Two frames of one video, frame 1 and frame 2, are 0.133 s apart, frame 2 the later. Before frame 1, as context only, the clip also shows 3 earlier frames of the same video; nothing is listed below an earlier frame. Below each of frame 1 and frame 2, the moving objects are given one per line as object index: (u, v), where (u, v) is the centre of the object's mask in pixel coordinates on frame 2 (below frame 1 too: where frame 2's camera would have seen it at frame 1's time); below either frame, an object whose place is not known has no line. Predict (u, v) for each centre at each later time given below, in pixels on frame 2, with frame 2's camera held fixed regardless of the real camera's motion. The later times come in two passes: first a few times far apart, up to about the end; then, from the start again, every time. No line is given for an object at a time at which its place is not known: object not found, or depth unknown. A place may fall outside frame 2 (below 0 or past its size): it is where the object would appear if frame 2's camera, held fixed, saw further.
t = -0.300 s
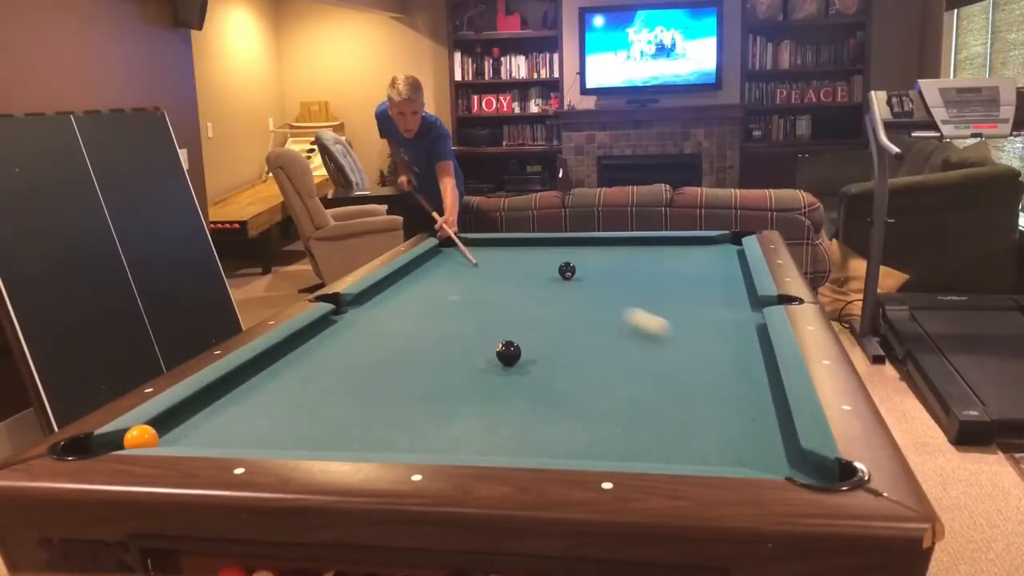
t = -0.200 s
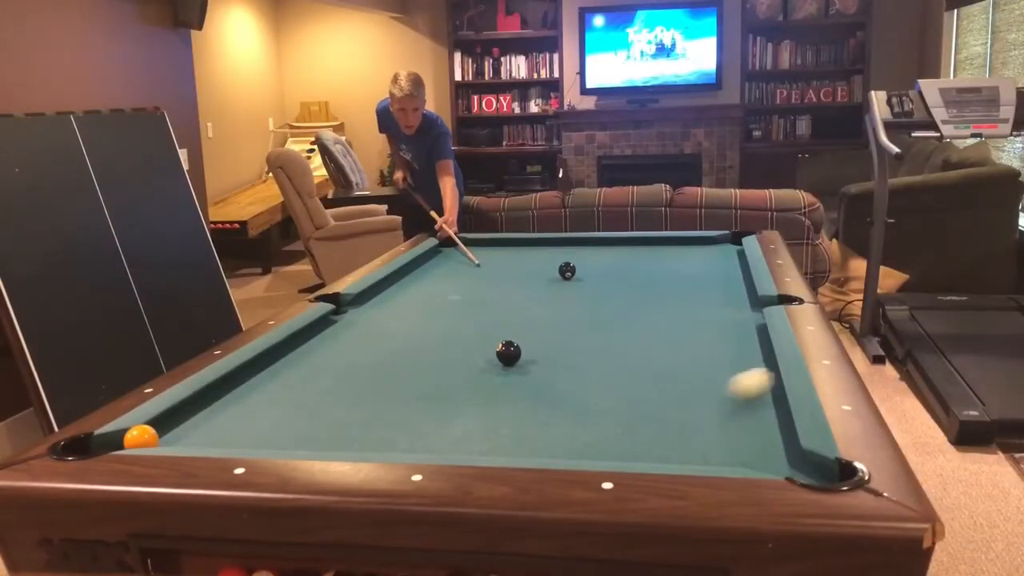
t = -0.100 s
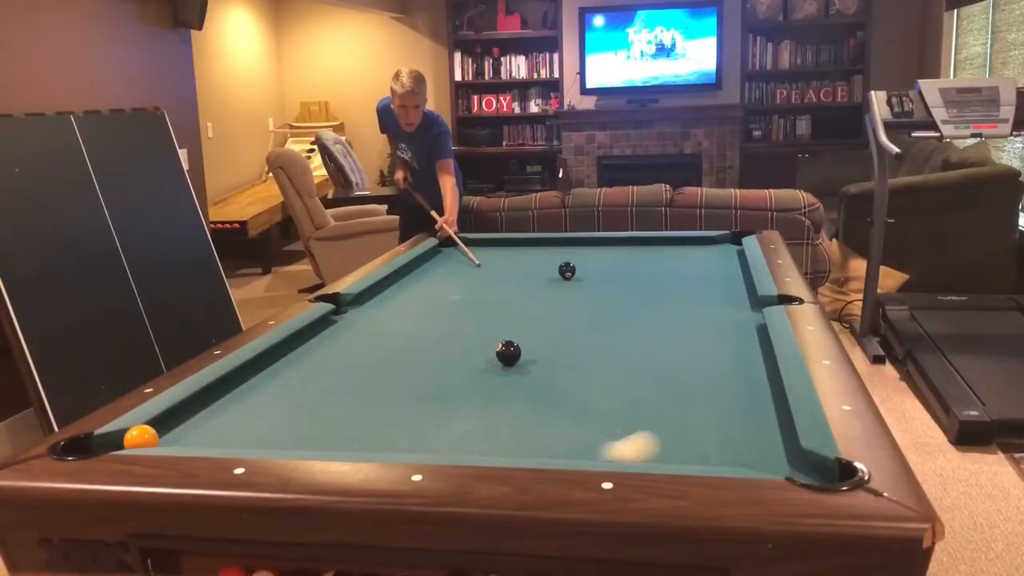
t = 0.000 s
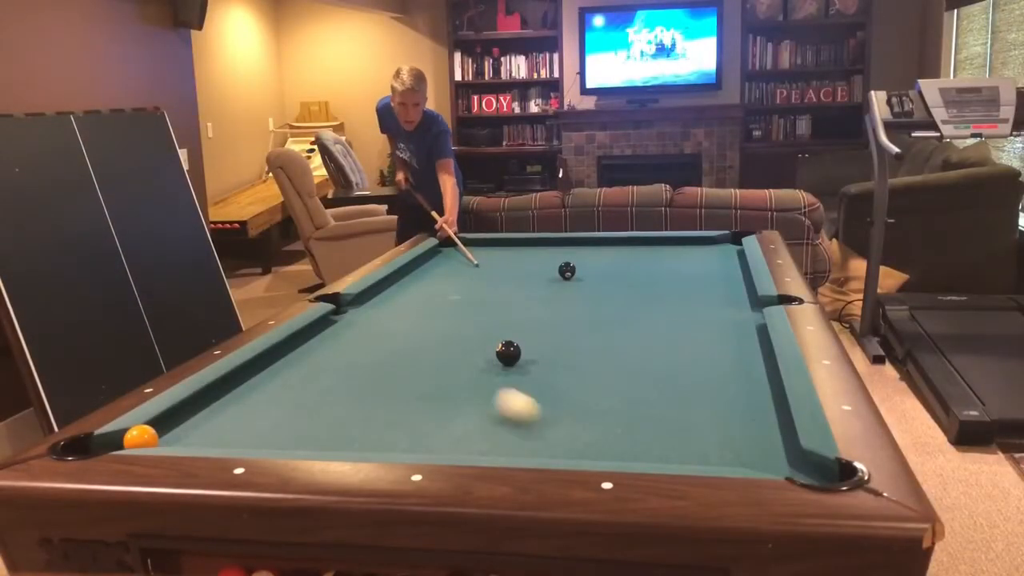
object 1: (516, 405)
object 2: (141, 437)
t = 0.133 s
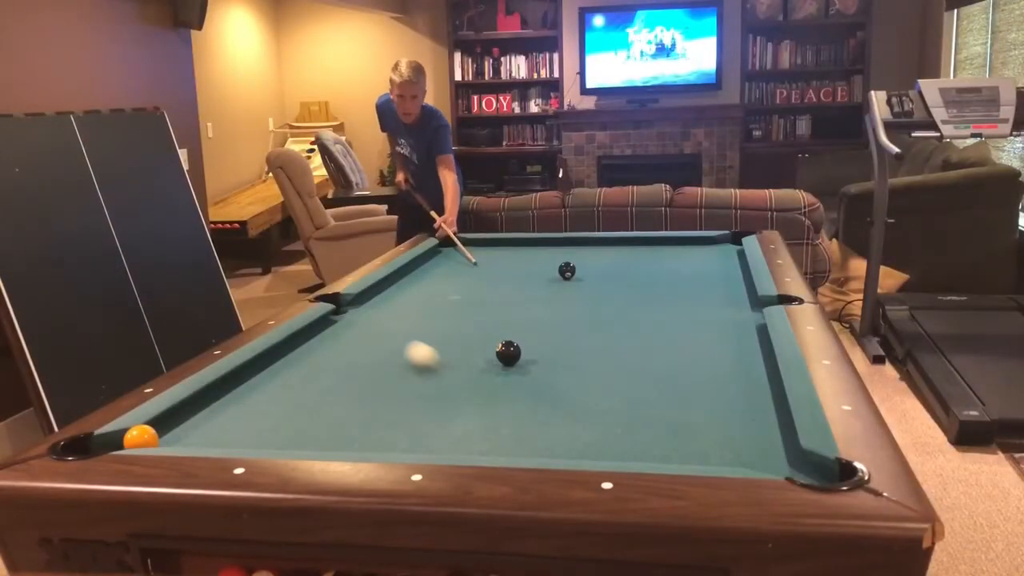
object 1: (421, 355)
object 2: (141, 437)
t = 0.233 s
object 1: (373, 329)
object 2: (141, 437)
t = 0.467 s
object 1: (422, 292)
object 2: (141, 437)
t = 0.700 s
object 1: (514, 266)
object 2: (141, 437)
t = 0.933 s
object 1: (586, 245)
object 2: (141, 437)
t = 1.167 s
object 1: (649, 246)
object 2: (141, 437)
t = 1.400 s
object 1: (720, 254)
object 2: (141, 437)
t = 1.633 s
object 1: (705, 265)
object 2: (141, 437)
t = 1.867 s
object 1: (665, 277)
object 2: (141, 437)
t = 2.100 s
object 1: (621, 289)
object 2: (141, 437)
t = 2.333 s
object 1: (574, 303)
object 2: (141, 437)
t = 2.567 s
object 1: (522, 318)
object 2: (141, 437)
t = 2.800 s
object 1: (465, 334)
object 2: (141, 437)
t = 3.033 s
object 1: (403, 352)
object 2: (141, 437)
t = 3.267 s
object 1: (333, 371)
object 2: (141, 437)
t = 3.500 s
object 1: (257, 393)
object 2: (141, 437)
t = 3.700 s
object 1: (186, 412)
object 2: (141, 437)
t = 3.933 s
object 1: (172, 431)
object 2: (138, 438)
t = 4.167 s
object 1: (189, 438)
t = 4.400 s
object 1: (212, 439)
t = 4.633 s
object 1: (237, 438)
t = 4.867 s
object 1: (257, 436)
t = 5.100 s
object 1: (275, 435)
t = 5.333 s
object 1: (289, 434)
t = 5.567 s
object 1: (300, 433)
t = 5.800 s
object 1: (308, 433)
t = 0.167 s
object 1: (403, 345)
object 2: (141, 437)
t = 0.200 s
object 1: (387, 337)
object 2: (141, 437)
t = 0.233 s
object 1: (373, 329)
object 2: (141, 437)
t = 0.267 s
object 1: (359, 322)
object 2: (141, 437)
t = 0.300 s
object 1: (347, 315)
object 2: (141, 437)
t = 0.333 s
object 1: (346, 309)
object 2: (141, 437)
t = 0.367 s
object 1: (367, 305)
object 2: (141, 437)
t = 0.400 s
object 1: (387, 300)
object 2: (141, 437)
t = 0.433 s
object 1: (406, 296)
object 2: (141, 437)
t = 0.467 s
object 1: (422, 292)
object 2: (141, 437)
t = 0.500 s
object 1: (438, 288)
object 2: (141, 437)
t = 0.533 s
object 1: (452, 284)
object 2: (141, 437)
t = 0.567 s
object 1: (466, 280)
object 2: (141, 437)
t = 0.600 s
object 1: (478, 276)
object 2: (141, 437)
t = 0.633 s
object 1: (491, 273)
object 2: (141, 437)
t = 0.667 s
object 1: (503, 269)
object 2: (141, 437)
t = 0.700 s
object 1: (514, 266)
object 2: (141, 437)
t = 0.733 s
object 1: (525, 263)
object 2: (141, 437)
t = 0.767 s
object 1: (537, 260)
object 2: (141, 437)
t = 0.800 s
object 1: (547, 257)
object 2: (141, 437)
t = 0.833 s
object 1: (557, 253)
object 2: (141, 437)
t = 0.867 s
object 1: (567, 250)
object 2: (141, 437)
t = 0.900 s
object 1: (577, 248)
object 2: (141, 437)
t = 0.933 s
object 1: (586, 245)
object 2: (141, 437)
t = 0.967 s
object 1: (596, 243)
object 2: (141, 437)
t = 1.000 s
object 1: (604, 240)
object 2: (141, 437)
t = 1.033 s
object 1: (613, 240)
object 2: (141, 437)
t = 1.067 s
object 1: (622, 241)
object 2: (141, 437)
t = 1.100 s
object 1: (631, 243)
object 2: (141, 437)
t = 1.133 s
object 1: (640, 244)
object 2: (141, 437)
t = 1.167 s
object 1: (649, 246)
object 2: (141, 437)
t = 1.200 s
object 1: (659, 247)
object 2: (141, 437)
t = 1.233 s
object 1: (669, 248)
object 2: (141, 437)
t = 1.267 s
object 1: (679, 250)
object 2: (141, 437)
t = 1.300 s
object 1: (689, 251)
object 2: (141, 437)
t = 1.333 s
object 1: (699, 252)
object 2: (141, 437)
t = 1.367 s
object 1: (709, 253)
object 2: (141, 437)
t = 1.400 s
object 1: (720, 254)
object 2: (141, 437)
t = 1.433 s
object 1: (731, 255)
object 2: (141, 437)
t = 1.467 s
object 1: (735, 257)
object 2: (141, 437)
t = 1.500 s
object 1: (728, 259)
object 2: (141, 437)
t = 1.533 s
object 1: (722, 261)
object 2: (141, 437)
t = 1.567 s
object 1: (716, 262)
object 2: (141, 437)
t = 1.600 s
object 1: (711, 264)
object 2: (141, 437)
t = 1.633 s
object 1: (705, 265)
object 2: (141, 437)
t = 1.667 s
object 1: (699, 267)
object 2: (141, 437)
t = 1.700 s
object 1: (694, 268)
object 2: (141, 437)
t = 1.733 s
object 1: (689, 270)
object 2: (141, 437)
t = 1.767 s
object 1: (683, 272)
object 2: (141, 437)
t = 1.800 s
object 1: (676, 274)
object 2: (141, 437)
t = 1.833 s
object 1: (671, 275)
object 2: (141, 437)
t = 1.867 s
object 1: (665, 277)
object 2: (141, 437)
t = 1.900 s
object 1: (659, 279)
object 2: (141, 437)
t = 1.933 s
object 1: (653, 280)
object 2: (141, 437)
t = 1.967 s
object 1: (647, 282)
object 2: (141, 437)
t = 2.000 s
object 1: (641, 284)
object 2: (141, 437)
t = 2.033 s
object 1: (634, 286)
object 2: (141, 437)
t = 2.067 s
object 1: (628, 288)
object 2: (141, 437)
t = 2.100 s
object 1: (621, 289)
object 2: (141, 437)
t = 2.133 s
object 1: (614, 292)
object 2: (141, 437)
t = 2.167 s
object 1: (608, 293)
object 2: (141, 437)
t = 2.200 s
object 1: (601, 295)
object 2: (141, 437)
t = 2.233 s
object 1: (595, 297)
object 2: (141, 437)
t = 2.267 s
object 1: (587, 299)
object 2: (141, 437)
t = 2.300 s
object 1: (581, 301)
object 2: (141, 437)
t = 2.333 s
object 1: (574, 303)
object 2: (141, 437)
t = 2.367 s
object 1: (567, 305)
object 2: (141, 437)
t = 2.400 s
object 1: (559, 307)
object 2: (141, 437)
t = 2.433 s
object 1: (552, 309)
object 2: (141, 437)
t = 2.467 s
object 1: (545, 311)
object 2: (141, 437)
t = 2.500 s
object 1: (537, 314)
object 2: (141, 437)
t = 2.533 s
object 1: (530, 316)
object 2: (141, 437)
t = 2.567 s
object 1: (522, 318)
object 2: (141, 437)
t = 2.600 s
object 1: (514, 320)
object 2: (141, 437)
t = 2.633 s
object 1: (506, 322)
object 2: (141, 437)
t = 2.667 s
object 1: (498, 324)
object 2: (141, 437)
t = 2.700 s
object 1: (490, 327)
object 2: (141, 437)
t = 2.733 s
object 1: (482, 329)
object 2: (141, 437)
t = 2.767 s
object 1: (474, 332)
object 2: (141, 437)
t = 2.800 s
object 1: (465, 334)
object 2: (141, 437)
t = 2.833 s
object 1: (457, 337)
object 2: (141, 437)
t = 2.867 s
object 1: (448, 339)
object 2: (141, 437)
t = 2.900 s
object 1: (439, 341)
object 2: (141, 437)
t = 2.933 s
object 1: (430, 344)
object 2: (141, 437)
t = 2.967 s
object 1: (421, 346)
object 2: (141, 437)
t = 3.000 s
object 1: (412, 349)
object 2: (141, 437)
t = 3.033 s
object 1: (403, 352)
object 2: (141, 437)
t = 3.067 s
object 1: (393, 354)
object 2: (141, 437)
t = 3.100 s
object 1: (383, 357)
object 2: (141, 437)
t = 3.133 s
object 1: (374, 360)
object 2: (141, 437)
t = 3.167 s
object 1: (364, 363)
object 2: (141, 437)
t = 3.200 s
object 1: (354, 365)
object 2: (141, 437)
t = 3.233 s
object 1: (343, 368)
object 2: (141, 437)
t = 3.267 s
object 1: (333, 371)
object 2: (141, 437)
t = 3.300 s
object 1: (323, 374)
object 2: (141, 437)
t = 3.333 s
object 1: (312, 377)
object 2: (141, 437)
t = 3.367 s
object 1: (301, 380)
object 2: (141, 437)
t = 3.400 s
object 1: (291, 383)
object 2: (141, 437)
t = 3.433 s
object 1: (280, 386)
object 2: (141, 437)
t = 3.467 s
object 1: (268, 389)
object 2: (141, 437)
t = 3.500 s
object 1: (257, 393)
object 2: (141, 437)
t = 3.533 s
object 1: (246, 395)
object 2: (141, 437)
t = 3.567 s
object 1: (234, 399)
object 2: (141, 437)
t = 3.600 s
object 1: (222, 402)
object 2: (141, 437)
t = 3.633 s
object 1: (210, 405)
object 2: (141, 437)
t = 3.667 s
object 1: (198, 409)
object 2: (141, 437)
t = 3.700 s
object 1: (186, 412)
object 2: (141, 437)
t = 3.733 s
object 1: (176, 416)
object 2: (141, 437)
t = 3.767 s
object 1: (175, 419)
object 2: (141, 437)
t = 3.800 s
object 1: (174, 421)
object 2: (140, 437)
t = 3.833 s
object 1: (173, 424)
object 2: (141, 437)
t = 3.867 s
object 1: (171, 427)
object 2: (141, 437)
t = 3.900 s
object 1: (171, 429)
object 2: (140, 437)
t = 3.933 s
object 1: (172, 431)
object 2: (138, 438)
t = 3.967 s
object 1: (174, 432)
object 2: (134, 439)
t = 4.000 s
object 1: (176, 433)
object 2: (131, 439)
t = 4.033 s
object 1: (179, 434)
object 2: (127, 440)
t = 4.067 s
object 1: (181, 435)
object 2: (125, 441)
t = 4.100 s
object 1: (183, 436)
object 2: (121, 441)
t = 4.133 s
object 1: (186, 437)
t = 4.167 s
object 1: (189, 438)
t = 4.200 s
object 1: (191, 439)
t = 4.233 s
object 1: (193, 439)
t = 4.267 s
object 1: (196, 440)
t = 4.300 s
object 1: (201, 440)
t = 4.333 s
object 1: (204, 440)
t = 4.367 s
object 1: (208, 439)
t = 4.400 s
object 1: (212, 439)
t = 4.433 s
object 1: (215, 439)
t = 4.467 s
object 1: (219, 439)
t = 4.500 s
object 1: (222, 438)
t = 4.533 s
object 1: (226, 438)
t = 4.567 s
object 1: (230, 437)
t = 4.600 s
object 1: (233, 437)
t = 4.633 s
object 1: (237, 438)
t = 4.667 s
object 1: (239, 437)
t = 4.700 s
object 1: (243, 437)
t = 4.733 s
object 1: (246, 437)
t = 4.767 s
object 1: (249, 437)
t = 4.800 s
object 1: (252, 436)
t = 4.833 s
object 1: (254, 436)
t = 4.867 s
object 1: (257, 436)
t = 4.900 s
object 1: (260, 436)
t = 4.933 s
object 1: (263, 436)
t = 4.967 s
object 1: (265, 436)
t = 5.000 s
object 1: (268, 436)
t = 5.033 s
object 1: (270, 435)
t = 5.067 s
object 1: (272, 435)
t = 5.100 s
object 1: (275, 435)
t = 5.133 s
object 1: (277, 435)
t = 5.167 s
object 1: (279, 435)
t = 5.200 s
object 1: (281, 435)
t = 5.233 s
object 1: (283, 434)
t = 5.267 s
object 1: (285, 434)
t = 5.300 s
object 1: (287, 434)
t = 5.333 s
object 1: (289, 434)
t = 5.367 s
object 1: (290, 434)
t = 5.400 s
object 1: (292, 434)
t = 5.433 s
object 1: (294, 434)
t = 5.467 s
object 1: (295, 434)
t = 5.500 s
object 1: (297, 434)
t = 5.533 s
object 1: (298, 433)
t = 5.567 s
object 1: (300, 433)
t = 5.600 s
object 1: (301, 433)
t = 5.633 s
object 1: (303, 433)
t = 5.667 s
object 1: (304, 433)
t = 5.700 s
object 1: (305, 433)
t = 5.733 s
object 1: (306, 433)
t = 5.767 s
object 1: (307, 433)
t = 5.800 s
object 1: (308, 433)
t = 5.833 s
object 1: (309, 433)
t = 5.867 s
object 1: (309, 433)
